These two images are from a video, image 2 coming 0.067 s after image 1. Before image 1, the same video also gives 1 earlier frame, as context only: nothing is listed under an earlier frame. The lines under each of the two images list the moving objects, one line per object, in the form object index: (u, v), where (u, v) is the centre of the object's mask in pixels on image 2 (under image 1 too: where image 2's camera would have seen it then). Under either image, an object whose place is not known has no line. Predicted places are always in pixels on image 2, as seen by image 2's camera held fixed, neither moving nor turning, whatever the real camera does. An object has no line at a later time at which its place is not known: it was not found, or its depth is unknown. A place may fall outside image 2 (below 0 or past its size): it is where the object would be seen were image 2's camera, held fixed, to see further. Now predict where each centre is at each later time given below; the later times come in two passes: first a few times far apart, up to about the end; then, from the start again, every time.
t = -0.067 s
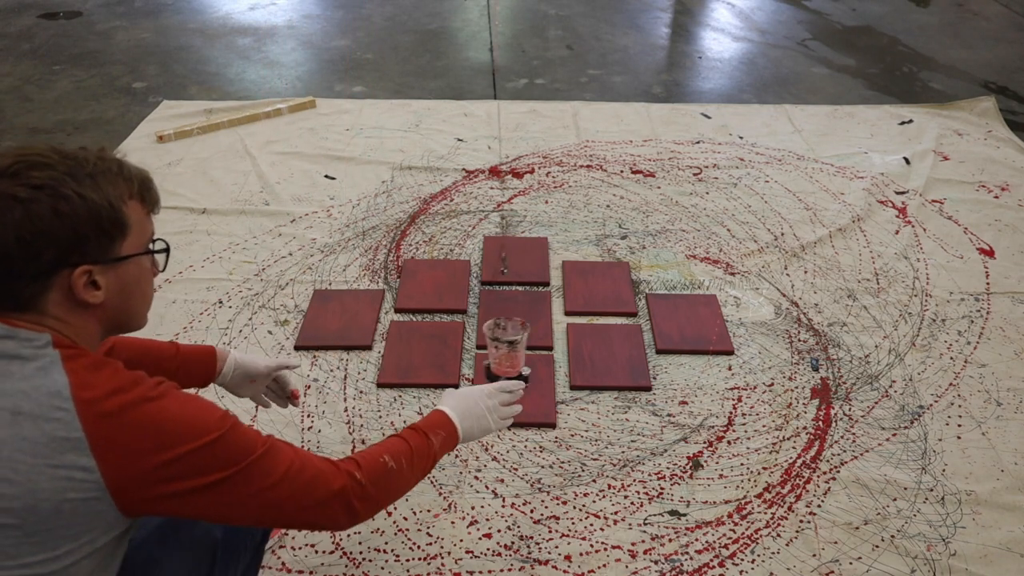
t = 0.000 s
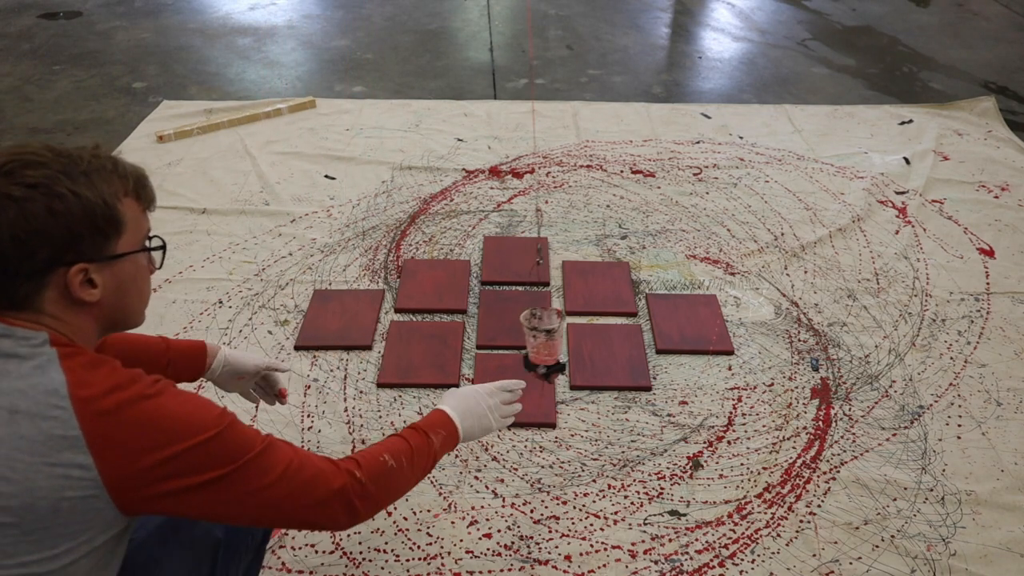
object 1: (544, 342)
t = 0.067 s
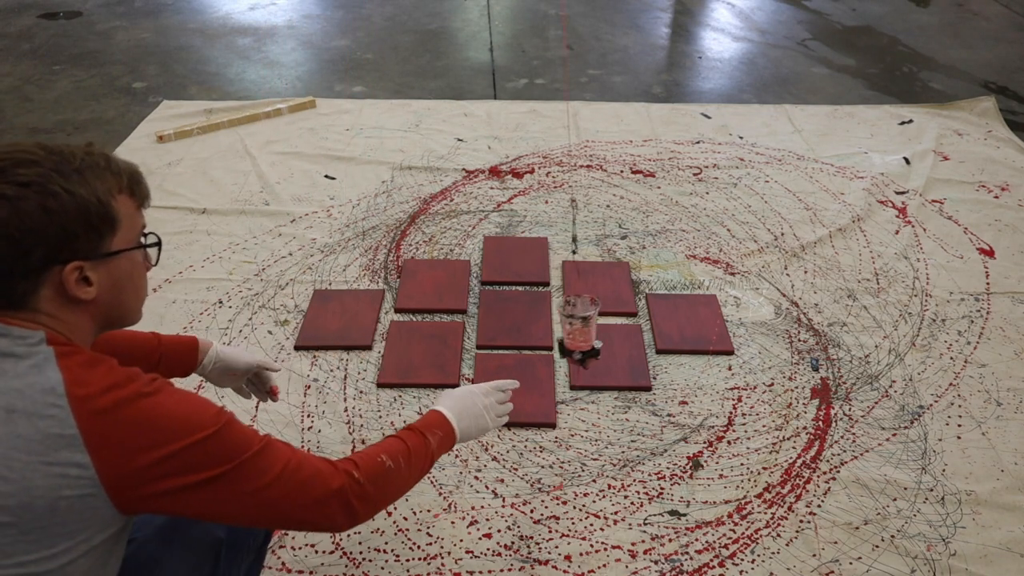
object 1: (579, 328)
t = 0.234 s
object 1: (649, 286)
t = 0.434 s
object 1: (698, 229)
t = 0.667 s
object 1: (712, 166)
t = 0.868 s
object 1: (694, 123)
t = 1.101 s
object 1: (647, 93)
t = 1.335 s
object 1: (583, 85)
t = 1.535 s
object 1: (519, 95)
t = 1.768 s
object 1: (438, 122)
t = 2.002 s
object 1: (358, 163)
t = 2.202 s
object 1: (298, 205)
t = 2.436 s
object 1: (252, 261)
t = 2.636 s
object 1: (250, 309)
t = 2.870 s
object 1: (306, 353)
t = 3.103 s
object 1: (418, 367)
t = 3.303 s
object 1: (525, 349)
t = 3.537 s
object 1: (627, 299)
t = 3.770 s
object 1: (684, 235)
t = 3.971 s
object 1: (697, 182)
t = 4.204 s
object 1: (679, 131)
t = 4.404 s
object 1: (643, 102)
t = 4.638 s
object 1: (585, 88)
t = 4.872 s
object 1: (484, 104)
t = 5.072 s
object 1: (425, 365)
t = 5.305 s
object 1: (523, 95)
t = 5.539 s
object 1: (481, 358)
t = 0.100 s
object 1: (595, 320)
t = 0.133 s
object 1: (610, 312)
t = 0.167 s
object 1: (623, 304)
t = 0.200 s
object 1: (636, 295)
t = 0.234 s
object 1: (649, 286)
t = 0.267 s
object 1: (660, 276)
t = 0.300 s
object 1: (670, 267)
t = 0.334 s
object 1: (678, 258)
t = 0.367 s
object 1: (686, 249)
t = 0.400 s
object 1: (692, 239)
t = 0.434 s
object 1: (698, 229)
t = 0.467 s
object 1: (703, 220)
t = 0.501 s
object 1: (706, 210)
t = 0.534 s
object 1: (709, 201)
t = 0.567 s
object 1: (711, 191)
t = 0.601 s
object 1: (712, 183)
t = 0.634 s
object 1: (712, 174)
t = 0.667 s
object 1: (712, 166)
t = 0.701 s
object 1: (710, 157)
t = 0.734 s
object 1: (708, 150)
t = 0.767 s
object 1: (706, 143)
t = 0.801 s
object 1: (702, 136)
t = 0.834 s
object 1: (698, 129)
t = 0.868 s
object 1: (694, 123)
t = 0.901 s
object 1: (688, 118)
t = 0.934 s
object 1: (682, 112)
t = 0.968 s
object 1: (676, 108)
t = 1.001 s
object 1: (670, 104)
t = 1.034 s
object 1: (663, 100)
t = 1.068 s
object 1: (655, 96)
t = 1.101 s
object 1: (647, 93)
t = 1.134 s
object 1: (639, 91)
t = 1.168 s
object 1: (630, 88)
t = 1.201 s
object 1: (621, 87)
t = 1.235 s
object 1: (612, 86)
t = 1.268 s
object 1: (603, 85)
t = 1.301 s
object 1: (593, 85)
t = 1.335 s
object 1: (583, 85)
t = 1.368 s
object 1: (573, 86)
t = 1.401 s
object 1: (562, 87)
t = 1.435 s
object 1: (551, 88)
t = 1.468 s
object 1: (541, 90)
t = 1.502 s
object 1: (530, 92)
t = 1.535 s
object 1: (519, 95)
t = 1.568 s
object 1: (507, 98)
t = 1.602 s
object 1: (496, 101)
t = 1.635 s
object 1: (484, 105)
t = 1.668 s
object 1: (473, 109)
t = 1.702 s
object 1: (461, 113)
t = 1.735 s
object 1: (450, 117)
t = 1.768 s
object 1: (438, 122)
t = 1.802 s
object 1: (426, 127)
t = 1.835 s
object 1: (415, 132)
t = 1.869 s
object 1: (403, 138)
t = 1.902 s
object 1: (392, 144)
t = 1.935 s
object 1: (381, 150)
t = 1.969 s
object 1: (369, 156)
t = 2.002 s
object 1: (358, 163)
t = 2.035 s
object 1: (348, 169)
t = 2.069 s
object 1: (337, 176)
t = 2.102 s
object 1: (327, 183)
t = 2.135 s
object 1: (317, 190)
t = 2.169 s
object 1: (307, 198)
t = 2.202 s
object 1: (298, 205)
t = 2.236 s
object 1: (289, 213)
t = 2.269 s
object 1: (282, 221)
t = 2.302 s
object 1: (274, 229)
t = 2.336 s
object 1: (267, 237)
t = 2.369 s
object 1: (262, 245)
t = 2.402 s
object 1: (257, 253)
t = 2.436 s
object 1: (252, 261)
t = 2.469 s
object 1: (249, 269)
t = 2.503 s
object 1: (247, 277)
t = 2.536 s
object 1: (246, 286)
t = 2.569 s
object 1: (246, 294)
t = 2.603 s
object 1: (247, 301)
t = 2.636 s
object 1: (250, 309)
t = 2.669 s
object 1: (254, 317)
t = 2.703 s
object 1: (259, 324)
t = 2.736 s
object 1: (266, 331)
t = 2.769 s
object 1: (274, 337)
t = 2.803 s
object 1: (283, 343)
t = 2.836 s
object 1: (294, 348)
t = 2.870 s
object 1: (306, 353)
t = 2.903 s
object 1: (319, 357)
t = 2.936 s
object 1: (333, 361)
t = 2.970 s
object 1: (349, 363)
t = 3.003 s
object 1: (365, 366)
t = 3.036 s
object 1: (382, 367)
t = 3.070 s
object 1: (399, 368)
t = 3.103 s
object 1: (418, 367)
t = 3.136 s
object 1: (436, 366)
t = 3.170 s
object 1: (454, 365)
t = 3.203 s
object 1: (472, 361)
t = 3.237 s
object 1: (491, 358)
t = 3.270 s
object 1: (508, 354)
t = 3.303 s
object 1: (525, 349)
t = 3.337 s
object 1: (541, 343)
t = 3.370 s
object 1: (558, 338)
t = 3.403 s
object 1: (574, 331)
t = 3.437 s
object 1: (588, 324)
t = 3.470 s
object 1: (602, 316)
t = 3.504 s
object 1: (616, 308)
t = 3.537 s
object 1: (627, 299)
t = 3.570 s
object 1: (638, 291)
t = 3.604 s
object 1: (649, 281)
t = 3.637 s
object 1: (658, 272)
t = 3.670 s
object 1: (666, 262)
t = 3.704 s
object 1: (673, 254)
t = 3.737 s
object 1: (679, 245)
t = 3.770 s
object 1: (684, 235)
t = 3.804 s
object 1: (688, 226)
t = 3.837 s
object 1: (691, 217)
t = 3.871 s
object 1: (694, 208)
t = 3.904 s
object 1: (696, 199)
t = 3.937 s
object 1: (697, 190)
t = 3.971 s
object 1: (697, 182)
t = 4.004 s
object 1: (696, 174)
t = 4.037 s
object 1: (695, 166)
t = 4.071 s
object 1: (693, 159)
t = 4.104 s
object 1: (690, 151)
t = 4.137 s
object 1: (688, 146)
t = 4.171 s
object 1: (684, 138)
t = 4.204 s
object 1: (679, 131)
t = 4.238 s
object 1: (674, 125)
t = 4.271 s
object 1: (668, 120)
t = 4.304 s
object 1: (663, 115)
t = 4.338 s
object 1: (657, 110)
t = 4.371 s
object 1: (650, 106)
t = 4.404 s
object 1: (643, 102)
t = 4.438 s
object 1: (635, 99)
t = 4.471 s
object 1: (627, 96)
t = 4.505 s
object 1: (619, 94)
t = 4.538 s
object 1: (611, 92)
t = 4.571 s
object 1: (603, 90)
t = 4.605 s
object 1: (594, 89)
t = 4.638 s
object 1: (585, 88)
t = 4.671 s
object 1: (575, 88)
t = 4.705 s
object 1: (566, 88)
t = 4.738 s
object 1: (556, 89)
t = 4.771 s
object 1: (546, 90)
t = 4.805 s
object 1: (536, 91)
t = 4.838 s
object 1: (526, 93)
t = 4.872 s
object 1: (484, 104)
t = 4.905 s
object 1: (400, 141)
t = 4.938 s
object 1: (332, 187)
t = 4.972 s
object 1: (283, 242)
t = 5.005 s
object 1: (274, 305)
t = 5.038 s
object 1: (325, 350)
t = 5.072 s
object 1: (425, 365)
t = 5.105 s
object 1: (555, 339)
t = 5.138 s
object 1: (639, 287)
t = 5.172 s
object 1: (679, 225)
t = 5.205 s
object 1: (677, 160)
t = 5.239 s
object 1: (645, 118)
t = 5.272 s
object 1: (595, 95)
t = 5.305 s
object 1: (523, 95)
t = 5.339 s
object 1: (455, 115)
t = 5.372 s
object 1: (388, 151)
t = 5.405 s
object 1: (324, 205)
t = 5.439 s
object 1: (292, 262)
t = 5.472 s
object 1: (303, 314)
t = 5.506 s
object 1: (377, 356)
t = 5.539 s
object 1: (481, 358)
